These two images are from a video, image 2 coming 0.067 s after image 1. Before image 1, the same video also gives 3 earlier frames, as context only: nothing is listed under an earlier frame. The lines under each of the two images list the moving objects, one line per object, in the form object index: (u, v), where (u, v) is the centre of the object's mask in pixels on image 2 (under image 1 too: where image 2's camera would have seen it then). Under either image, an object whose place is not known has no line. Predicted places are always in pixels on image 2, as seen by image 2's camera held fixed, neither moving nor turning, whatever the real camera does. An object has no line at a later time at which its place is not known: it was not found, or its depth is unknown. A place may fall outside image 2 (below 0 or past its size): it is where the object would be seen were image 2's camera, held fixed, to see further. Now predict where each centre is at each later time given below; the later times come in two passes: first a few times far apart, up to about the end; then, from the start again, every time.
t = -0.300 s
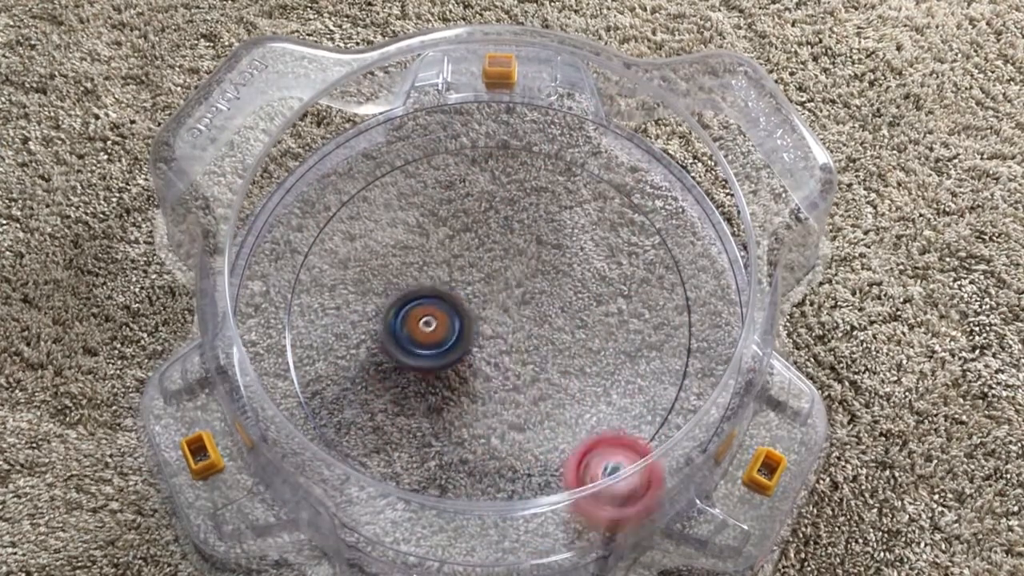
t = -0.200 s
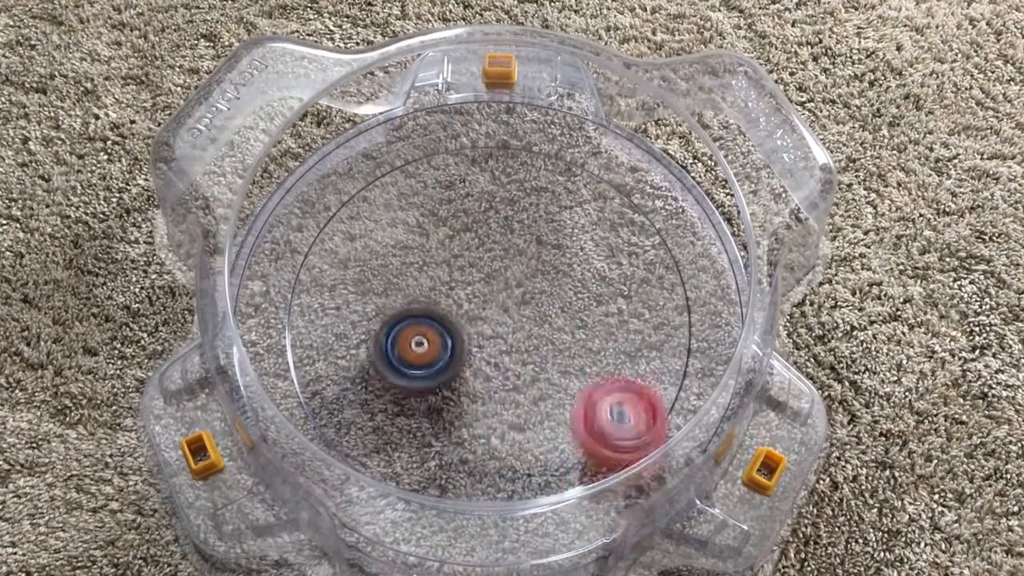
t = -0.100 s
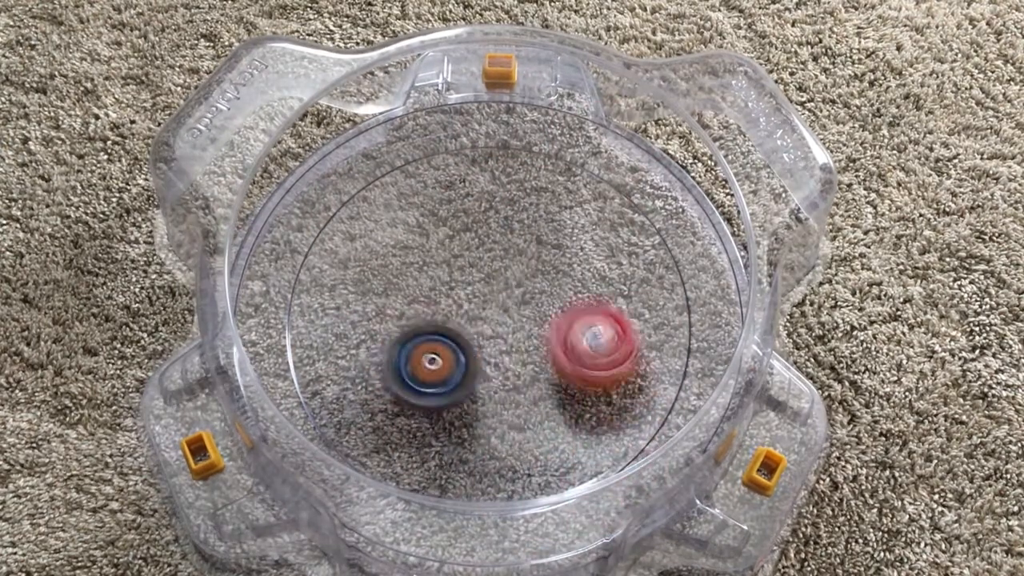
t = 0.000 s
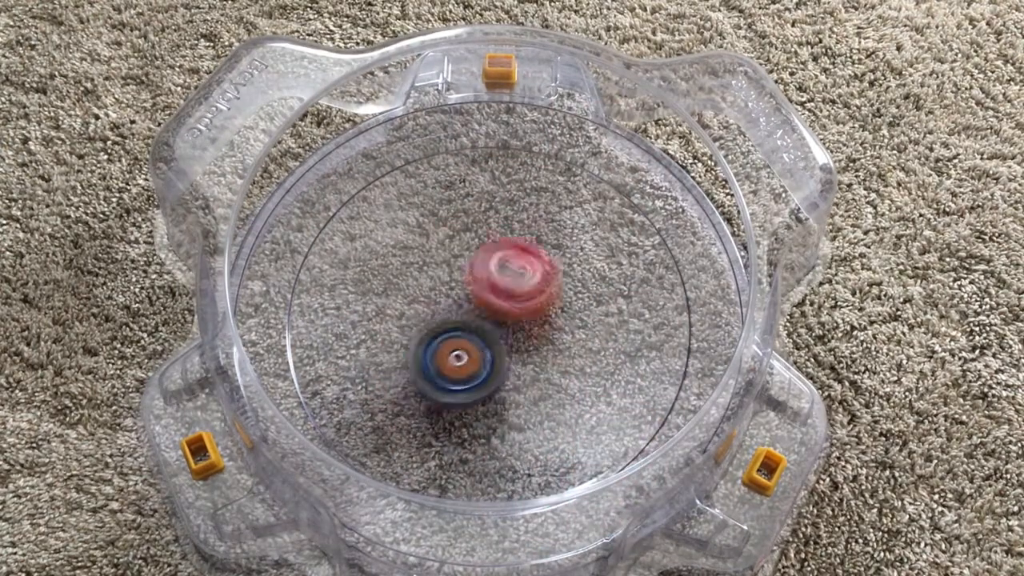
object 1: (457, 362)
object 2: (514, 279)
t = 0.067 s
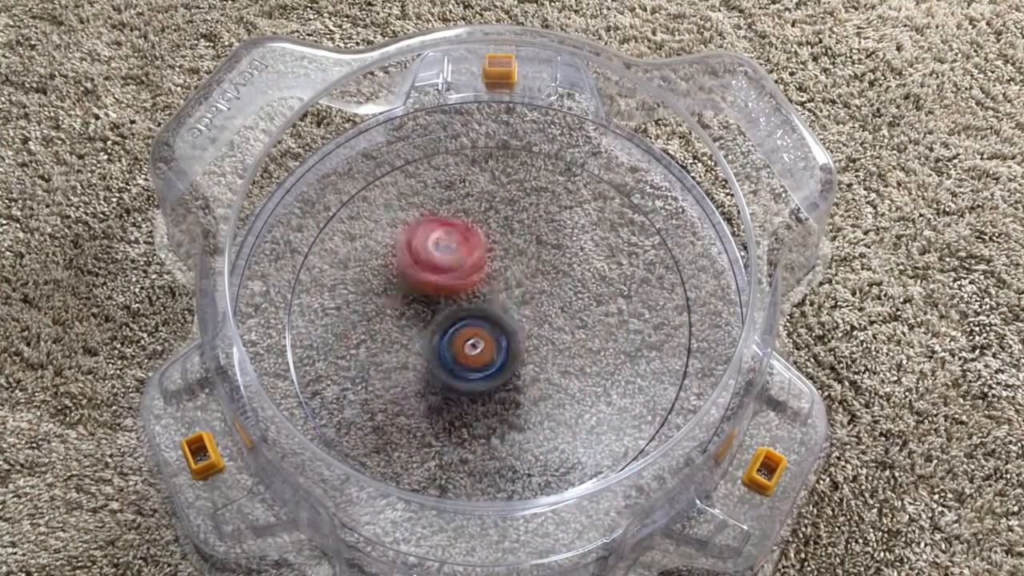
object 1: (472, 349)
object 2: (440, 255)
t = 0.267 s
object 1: (486, 297)
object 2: (300, 305)
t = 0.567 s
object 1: (439, 272)
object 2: (421, 415)
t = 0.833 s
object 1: (451, 303)
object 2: (576, 248)
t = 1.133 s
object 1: (496, 296)
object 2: (438, 154)
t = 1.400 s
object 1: (504, 276)
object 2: (425, 359)
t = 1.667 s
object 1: (500, 299)
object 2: (670, 376)
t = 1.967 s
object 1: (530, 321)
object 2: (577, 234)
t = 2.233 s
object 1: (529, 324)
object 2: (376, 343)
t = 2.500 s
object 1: (504, 343)
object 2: (459, 485)
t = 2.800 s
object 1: (459, 328)
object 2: (607, 318)
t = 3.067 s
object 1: (397, 318)
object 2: (446, 193)
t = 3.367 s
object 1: (466, 378)
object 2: (322, 283)
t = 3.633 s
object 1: (560, 333)
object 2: (415, 304)
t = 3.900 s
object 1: (627, 289)
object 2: (507, 237)
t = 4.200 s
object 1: (608, 258)
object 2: (506, 205)
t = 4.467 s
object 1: (597, 372)
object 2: (378, 206)
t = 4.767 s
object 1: (546, 431)
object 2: (380, 356)
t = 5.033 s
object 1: (537, 464)
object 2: (473, 368)
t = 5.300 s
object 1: (514, 408)
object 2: (570, 312)
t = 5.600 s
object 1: (460, 302)
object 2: (539, 244)
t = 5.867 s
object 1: (422, 254)
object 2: (528, 229)
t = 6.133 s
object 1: (325, 251)
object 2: (650, 347)
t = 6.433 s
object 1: (431, 294)
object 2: (570, 406)
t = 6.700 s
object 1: (571, 266)
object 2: (408, 416)
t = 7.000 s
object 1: (627, 269)
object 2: (408, 365)
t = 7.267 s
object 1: (579, 323)
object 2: (454, 343)
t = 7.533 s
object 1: (535, 338)
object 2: (404, 329)
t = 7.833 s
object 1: (506, 291)
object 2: (400, 327)
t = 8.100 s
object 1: (515, 260)
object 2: (446, 322)
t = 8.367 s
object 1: (533, 275)
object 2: (437, 298)
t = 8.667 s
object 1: (520, 307)
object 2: (437, 300)
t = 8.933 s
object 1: (500, 328)
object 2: (427, 296)
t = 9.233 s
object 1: (496, 346)
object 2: (430, 296)
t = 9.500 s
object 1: (500, 341)
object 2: (429, 295)
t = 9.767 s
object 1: (506, 315)
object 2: (428, 295)
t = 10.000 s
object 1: (513, 302)
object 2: (430, 296)
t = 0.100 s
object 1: (479, 342)
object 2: (406, 250)
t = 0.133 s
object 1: (484, 335)
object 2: (371, 249)
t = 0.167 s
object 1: (487, 326)
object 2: (339, 255)
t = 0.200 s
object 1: (488, 316)
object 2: (312, 267)
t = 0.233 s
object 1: (488, 307)
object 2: (296, 282)
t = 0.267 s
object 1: (486, 297)
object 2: (300, 305)
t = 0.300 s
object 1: (483, 289)
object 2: (305, 327)
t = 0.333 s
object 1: (479, 281)
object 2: (306, 347)
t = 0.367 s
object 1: (473, 275)
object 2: (309, 365)
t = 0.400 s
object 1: (469, 272)
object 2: (318, 381)
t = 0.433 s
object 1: (463, 269)
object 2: (332, 395)
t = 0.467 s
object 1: (456, 267)
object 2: (350, 406)
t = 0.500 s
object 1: (450, 267)
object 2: (369, 413)
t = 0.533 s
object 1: (443, 268)
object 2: (394, 415)
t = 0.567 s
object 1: (439, 272)
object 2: (421, 415)
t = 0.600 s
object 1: (436, 276)
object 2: (450, 407)
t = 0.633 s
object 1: (437, 280)
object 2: (476, 396)
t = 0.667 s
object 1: (437, 286)
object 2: (501, 378)
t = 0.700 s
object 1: (442, 293)
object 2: (522, 356)
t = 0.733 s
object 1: (448, 297)
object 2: (543, 330)
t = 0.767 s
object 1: (448, 299)
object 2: (559, 305)
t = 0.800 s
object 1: (449, 301)
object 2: (572, 277)
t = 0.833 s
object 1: (451, 303)
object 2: (576, 248)
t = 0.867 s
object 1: (456, 305)
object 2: (573, 220)
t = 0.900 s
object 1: (460, 304)
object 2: (565, 193)
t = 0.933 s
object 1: (466, 305)
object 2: (549, 171)
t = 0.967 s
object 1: (470, 305)
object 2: (533, 157)
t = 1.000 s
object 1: (477, 305)
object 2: (515, 145)
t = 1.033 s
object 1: (481, 304)
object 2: (495, 139)
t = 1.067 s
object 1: (487, 302)
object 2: (475, 140)
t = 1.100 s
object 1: (491, 299)
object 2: (456, 146)
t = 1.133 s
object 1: (496, 296)
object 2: (438, 154)
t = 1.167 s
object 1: (499, 292)
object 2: (421, 168)
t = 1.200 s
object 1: (501, 290)
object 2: (407, 186)
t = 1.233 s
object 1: (504, 288)
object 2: (393, 209)
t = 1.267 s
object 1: (505, 285)
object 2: (385, 236)
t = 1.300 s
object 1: (506, 283)
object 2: (384, 266)
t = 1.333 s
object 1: (505, 281)
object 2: (391, 301)
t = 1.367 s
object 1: (505, 280)
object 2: (404, 333)
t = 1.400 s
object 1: (504, 276)
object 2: (425, 359)
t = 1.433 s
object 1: (503, 276)
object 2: (449, 381)
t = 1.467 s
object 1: (501, 277)
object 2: (479, 401)
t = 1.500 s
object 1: (499, 279)
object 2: (514, 414)
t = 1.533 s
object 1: (499, 281)
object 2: (549, 419)
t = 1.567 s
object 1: (498, 284)
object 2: (586, 418)
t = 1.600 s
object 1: (497, 288)
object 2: (621, 409)
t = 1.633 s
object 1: (499, 291)
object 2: (649, 394)
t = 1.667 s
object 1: (500, 299)
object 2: (670, 376)
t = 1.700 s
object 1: (503, 301)
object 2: (672, 353)
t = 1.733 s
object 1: (505, 308)
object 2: (673, 329)
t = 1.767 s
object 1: (509, 312)
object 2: (671, 310)
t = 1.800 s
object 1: (512, 314)
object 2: (668, 292)
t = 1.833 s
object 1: (516, 318)
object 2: (659, 277)
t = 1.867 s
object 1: (520, 321)
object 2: (645, 262)
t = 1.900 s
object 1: (523, 322)
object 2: (627, 249)
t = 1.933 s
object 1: (527, 321)
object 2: (604, 239)
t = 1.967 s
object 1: (530, 321)
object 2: (577, 234)
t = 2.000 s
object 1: (531, 321)
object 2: (548, 231)
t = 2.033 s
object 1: (532, 320)
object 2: (519, 234)
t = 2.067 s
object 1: (532, 321)
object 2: (488, 243)
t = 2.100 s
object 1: (533, 322)
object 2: (458, 256)
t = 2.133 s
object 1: (533, 322)
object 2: (429, 273)
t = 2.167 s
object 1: (533, 322)
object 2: (406, 295)
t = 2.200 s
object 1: (531, 322)
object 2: (388, 319)
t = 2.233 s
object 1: (529, 324)
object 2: (376, 343)
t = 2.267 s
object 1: (526, 326)
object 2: (367, 371)
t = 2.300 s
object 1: (523, 327)
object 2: (369, 399)
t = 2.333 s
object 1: (519, 328)
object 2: (373, 424)
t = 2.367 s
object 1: (516, 331)
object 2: (387, 442)
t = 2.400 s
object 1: (512, 334)
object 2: (401, 463)
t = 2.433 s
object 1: (509, 337)
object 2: (420, 477)
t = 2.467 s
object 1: (506, 340)
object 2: (437, 483)
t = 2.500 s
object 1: (504, 343)
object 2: (459, 485)
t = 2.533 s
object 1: (502, 346)
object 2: (482, 485)
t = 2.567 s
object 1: (500, 350)
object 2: (508, 469)
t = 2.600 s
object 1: (499, 352)
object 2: (529, 461)
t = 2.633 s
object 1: (498, 354)
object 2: (553, 449)
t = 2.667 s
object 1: (498, 355)
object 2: (573, 426)
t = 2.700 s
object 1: (494, 354)
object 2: (587, 399)
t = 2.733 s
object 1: (484, 345)
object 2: (602, 375)
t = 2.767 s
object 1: (470, 337)
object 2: (608, 347)
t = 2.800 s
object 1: (459, 328)
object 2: (607, 318)
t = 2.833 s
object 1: (450, 324)
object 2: (599, 291)
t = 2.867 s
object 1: (440, 322)
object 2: (586, 268)
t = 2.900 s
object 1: (430, 319)
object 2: (568, 244)
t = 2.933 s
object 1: (422, 318)
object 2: (548, 225)
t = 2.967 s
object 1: (414, 316)
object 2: (524, 210)
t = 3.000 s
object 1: (408, 316)
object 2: (500, 202)
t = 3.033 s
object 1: (402, 317)
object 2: (472, 195)
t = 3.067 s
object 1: (397, 318)
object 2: (446, 193)
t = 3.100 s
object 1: (396, 320)
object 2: (419, 197)
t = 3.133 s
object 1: (394, 323)
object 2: (397, 207)
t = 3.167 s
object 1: (395, 325)
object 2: (375, 219)
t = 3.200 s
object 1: (397, 329)
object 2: (357, 238)
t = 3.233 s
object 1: (403, 334)
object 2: (342, 256)
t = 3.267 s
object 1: (418, 351)
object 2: (325, 257)
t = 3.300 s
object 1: (433, 365)
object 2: (308, 259)
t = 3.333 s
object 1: (450, 375)
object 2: (312, 270)
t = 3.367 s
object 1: (466, 378)
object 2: (322, 283)
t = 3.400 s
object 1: (483, 379)
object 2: (333, 293)
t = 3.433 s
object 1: (499, 377)
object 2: (341, 299)
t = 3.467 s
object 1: (512, 374)
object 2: (350, 303)
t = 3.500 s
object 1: (525, 366)
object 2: (360, 306)
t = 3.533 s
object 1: (538, 359)
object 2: (374, 308)
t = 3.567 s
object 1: (546, 352)
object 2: (386, 308)
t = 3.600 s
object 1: (555, 343)
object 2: (401, 308)
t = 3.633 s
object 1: (560, 333)
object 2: (415, 304)
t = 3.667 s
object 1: (567, 325)
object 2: (432, 303)
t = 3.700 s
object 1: (570, 315)
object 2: (450, 299)
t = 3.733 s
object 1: (572, 306)
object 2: (467, 295)
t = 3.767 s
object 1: (576, 298)
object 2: (482, 287)
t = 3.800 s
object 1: (593, 295)
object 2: (490, 275)
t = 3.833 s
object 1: (608, 294)
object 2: (495, 261)
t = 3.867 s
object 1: (620, 294)
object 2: (503, 249)
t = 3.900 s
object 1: (627, 289)
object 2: (507, 237)
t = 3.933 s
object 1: (632, 284)
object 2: (511, 225)
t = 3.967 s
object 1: (637, 277)
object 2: (512, 218)
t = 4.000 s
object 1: (638, 272)
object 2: (513, 209)
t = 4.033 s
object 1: (639, 268)
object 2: (513, 202)
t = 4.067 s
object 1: (637, 264)
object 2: (513, 198)
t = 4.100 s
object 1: (634, 260)
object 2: (512, 197)
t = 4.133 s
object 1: (629, 258)
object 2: (510, 196)
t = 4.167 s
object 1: (620, 257)
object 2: (508, 198)
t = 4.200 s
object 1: (608, 258)
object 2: (506, 205)
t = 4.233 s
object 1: (595, 261)
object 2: (503, 214)
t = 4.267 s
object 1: (589, 272)
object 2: (497, 216)
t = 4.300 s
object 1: (595, 298)
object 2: (473, 207)
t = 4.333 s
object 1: (597, 320)
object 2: (451, 200)
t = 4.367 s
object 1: (597, 338)
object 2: (431, 196)
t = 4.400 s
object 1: (598, 351)
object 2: (413, 196)
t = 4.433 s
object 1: (598, 362)
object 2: (393, 200)
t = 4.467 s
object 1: (597, 372)
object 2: (378, 206)
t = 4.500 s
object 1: (594, 381)
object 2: (362, 215)
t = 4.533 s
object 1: (592, 389)
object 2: (349, 229)
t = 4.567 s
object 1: (587, 396)
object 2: (341, 246)
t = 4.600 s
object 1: (583, 403)
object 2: (337, 263)
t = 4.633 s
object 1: (578, 410)
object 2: (338, 283)
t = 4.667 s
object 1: (571, 416)
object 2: (344, 303)
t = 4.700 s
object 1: (564, 421)
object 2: (353, 321)
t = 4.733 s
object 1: (555, 427)
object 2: (365, 338)
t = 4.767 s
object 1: (546, 431)
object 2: (380, 356)
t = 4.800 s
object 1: (535, 432)
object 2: (397, 371)
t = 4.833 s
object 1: (525, 435)
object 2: (414, 383)
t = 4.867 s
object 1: (519, 438)
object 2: (427, 388)
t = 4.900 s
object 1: (523, 449)
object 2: (430, 383)
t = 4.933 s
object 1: (530, 456)
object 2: (436, 377)
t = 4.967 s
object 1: (534, 460)
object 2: (447, 373)
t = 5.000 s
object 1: (536, 463)
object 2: (459, 369)
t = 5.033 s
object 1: (537, 464)
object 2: (473, 368)
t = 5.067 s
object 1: (536, 463)
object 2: (488, 367)
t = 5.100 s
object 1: (535, 460)
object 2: (504, 364)
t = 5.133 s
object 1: (534, 456)
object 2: (517, 359)
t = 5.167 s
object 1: (533, 448)
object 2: (532, 352)
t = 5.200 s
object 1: (528, 438)
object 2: (545, 343)
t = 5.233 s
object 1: (525, 430)
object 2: (556, 334)
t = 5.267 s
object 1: (520, 418)
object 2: (564, 323)
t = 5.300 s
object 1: (514, 408)
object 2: (570, 312)
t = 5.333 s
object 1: (507, 394)
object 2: (575, 302)
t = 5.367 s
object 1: (500, 385)
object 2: (576, 292)
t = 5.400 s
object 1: (493, 372)
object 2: (575, 282)
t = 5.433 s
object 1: (487, 361)
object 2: (574, 273)
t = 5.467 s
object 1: (480, 349)
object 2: (570, 264)
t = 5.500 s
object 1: (476, 337)
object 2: (564, 258)
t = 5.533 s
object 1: (469, 324)
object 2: (557, 252)
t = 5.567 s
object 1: (464, 314)
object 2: (549, 248)
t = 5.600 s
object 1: (460, 302)
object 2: (539, 244)
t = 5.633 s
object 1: (453, 295)
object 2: (538, 242)
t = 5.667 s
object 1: (440, 292)
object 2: (538, 236)
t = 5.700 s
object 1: (429, 286)
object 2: (540, 232)
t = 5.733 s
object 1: (424, 277)
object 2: (538, 228)
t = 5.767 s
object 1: (423, 274)
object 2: (538, 226)
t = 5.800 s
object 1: (422, 265)
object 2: (535, 224)
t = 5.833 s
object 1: (422, 258)
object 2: (532, 225)
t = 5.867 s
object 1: (422, 254)
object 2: (528, 229)
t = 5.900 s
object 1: (425, 247)
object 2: (523, 236)
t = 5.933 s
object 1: (404, 236)
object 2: (542, 250)
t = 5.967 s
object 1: (365, 223)
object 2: (571, 265)
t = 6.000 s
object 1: (340, 217)
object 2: (599, 282)
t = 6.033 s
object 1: (323, 220)
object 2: (621, 302)
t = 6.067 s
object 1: (319, 227)
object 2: (638, 316)
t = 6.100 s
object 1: (320, 238)
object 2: (647, 333)
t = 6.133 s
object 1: (325, 251)
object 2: (650, 347)
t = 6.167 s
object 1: (331, 261)
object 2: (651, 358)
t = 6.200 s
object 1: (342, 271)
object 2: (648, 369)
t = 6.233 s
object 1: (354, 279)
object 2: (643, 379)
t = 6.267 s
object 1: (367, 284)
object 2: (636, 388)
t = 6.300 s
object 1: (382, 288)
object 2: (627, 393)
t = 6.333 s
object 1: (394, 289)
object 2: (613, 402)
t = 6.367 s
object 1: (408, 292)
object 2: (601, 404)
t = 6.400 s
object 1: (419, 293)
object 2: (585, 408)
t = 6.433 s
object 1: (431, 294)
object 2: (570, 406)
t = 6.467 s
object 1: (444, 296)
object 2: (551, 405)
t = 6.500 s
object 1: (457, 298)
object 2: (536, 404)
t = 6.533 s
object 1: (470, 301)
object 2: (518, 402)
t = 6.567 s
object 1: (482, 303)
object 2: (503, 397)
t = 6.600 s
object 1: (495, 307)
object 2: (492, 391)
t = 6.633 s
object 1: (518, 298)
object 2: (469, 393)
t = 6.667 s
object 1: (545, 280)
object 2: (436, 407)
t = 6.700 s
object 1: (571, 266)
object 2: (408, 416)
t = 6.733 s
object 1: (593, 256)
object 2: (382, 424)
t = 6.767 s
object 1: (607, 251)
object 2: (373, 421)
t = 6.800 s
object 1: (615, 251)
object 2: (370, 417)
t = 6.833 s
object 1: (620, 251)
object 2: (371, 409)
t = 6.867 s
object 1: (623, 252)
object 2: (376, 400)
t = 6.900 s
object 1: (625, 255)
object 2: (383, 390)
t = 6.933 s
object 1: (627, 259)
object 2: (390, 382)
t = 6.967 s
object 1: (627, 263)
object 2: (397, 373)
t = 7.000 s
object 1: (627, 269)
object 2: (408, 365)
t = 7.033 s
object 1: (627, 274)
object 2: (421, 359)
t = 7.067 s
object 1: (624, 283)
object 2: (432, 355)
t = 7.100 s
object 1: (620, 291)
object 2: (444, 354)
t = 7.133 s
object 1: (614, 298)
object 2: (452, 353)
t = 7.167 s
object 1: (608, 306)
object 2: (456, 352)
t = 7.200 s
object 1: (599, 313)
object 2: (457, 349)
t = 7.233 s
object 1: (589, 319)
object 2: (456, 346)
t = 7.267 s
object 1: (579, 323)
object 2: (454, 343)
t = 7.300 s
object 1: (568, 326)
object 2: (452, 340)
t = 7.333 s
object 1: (556, 329)
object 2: (449, 337)
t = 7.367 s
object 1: (543, 331)
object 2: (448, 336)
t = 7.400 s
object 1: (539, 332)
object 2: (442, 335)
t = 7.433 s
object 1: (540, 336)
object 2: (428, 333)
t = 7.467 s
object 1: (541, 339)
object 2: (418, 333)
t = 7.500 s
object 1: (540, 340)
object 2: (410, 332)
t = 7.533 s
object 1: (535, 338)
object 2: (404, 329)
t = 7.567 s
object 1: (529, 335)
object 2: (400, 327)
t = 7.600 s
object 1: (525, 330)
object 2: (398, 325)
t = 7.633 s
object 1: (520, 326)
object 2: (395, 323)
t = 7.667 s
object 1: (516, 320)
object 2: (395, 322)
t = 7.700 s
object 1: (513, 315)
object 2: (395, 321)
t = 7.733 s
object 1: (511, 310)
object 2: (395, 322)
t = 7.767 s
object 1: (508, 305)
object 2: (395, 323)
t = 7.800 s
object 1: (507, 297)
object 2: (398, 325)
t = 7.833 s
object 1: (506, 291)
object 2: (400, 327)
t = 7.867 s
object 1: (506, 287)
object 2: (403, 329)
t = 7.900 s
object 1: (506, 283)
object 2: (408, 330)
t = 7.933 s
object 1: (507, 275)
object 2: (415, 334)
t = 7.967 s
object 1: (508, 273)
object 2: (423, 334)
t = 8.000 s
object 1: (510, 267)
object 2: (429, 333)
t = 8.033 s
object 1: (511, 265)
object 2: (435, 330)
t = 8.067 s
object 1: (514, 261)
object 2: (441, 327)
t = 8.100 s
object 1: (515, 260)
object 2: (446, 322)
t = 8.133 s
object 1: (519, 258)
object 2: (450, 314)
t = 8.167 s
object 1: (520, 259)
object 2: (451, 308)
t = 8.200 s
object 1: (523, 259)
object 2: (450, 303)
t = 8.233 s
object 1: (524, 261)
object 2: (449, 299)
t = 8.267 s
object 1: (525, 262)
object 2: (446, 297)
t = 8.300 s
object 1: (526, 267)
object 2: (444, 294)
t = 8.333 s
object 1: (531, 270)
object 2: (439, 296)
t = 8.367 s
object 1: (533, 275)
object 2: (437, 298)
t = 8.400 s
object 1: (533, 277)
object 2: (438, 299)
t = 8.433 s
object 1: (534, 281)
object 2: (439, 300)
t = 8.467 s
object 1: (534, 283)
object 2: (439, 301)
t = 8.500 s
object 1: (534, 287)
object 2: (439, 301)
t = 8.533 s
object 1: (532, 292)
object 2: (439, 301)
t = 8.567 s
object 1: (530, 295)
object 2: (439, 301)
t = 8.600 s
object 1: (527, 300)
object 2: (439, 301)
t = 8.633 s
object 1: (523, 303)
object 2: (438, 300)
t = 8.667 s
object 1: (520, 307)
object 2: (437, 300)
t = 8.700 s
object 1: (519, 309)
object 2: (434, 300)
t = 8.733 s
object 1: (519, 314)
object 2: (430, 302)
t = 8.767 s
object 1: (517, 316)
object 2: (429, 302)
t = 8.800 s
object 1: (514, 320)
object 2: (429, 302)
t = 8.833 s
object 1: (509, 323)
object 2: (428, 300)
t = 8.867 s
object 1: (507, 324)
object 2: (429, 297)
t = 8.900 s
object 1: (503, 326)
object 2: (428, 296)
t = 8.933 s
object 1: (500, 328)
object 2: (427, 296)
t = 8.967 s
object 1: (495, 330)
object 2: (426, 296)
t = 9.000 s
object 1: (493, 333)
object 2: (426, 296)
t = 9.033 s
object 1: (492, 338)
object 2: (426, 296)
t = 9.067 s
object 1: (490, 338)
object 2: (427, 295)
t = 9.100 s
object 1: (492, 339)
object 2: (428, 294)
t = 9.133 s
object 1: (495, 343)
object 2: (430, 294)
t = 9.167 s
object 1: (494, 344)
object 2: (430, 295)
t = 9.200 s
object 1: (496, 344)
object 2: (429, 295)
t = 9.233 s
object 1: (496, 346)
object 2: (430, 296)
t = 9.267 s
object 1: (496, 348)
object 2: (430, 296)
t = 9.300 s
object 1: (495, 347)
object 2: (430, 295)
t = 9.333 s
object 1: (497, 346)
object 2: (430, 295)
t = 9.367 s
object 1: (498, 347)
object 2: (430, 295)
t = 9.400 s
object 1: (497, 346)
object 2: (430, 295)
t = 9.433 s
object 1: (497, 344)
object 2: (430, 295)
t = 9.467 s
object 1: (500, 343)
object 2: (430, 296)
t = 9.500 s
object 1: (500, 341)
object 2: (429, 295)
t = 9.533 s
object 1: (501, 336)
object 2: (429, 295)
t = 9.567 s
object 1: (500, 333)
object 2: (429, 294)
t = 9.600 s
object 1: (501, 329)
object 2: (429, 294)
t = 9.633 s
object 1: (502, 329)
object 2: (429, 294)
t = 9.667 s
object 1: (502, 327)
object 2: (428, 294)
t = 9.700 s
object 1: (503, 321)
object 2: (428, 294)
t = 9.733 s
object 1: (504, 319)
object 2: (428, 295)
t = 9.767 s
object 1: (506, 315)
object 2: (428, 295)
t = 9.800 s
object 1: (508, 313)
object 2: (428, 295)
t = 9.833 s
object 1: (507, 311)
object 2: (428, 295)
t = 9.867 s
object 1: (509, 308)
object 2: (429, 296)
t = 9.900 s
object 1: (511, 306)
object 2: (429, 296)
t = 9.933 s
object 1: (512, 304)
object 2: (430, 296)
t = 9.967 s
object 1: (514, 302)
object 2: (430, 296)
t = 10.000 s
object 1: (513, 302)
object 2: (430, 296)
